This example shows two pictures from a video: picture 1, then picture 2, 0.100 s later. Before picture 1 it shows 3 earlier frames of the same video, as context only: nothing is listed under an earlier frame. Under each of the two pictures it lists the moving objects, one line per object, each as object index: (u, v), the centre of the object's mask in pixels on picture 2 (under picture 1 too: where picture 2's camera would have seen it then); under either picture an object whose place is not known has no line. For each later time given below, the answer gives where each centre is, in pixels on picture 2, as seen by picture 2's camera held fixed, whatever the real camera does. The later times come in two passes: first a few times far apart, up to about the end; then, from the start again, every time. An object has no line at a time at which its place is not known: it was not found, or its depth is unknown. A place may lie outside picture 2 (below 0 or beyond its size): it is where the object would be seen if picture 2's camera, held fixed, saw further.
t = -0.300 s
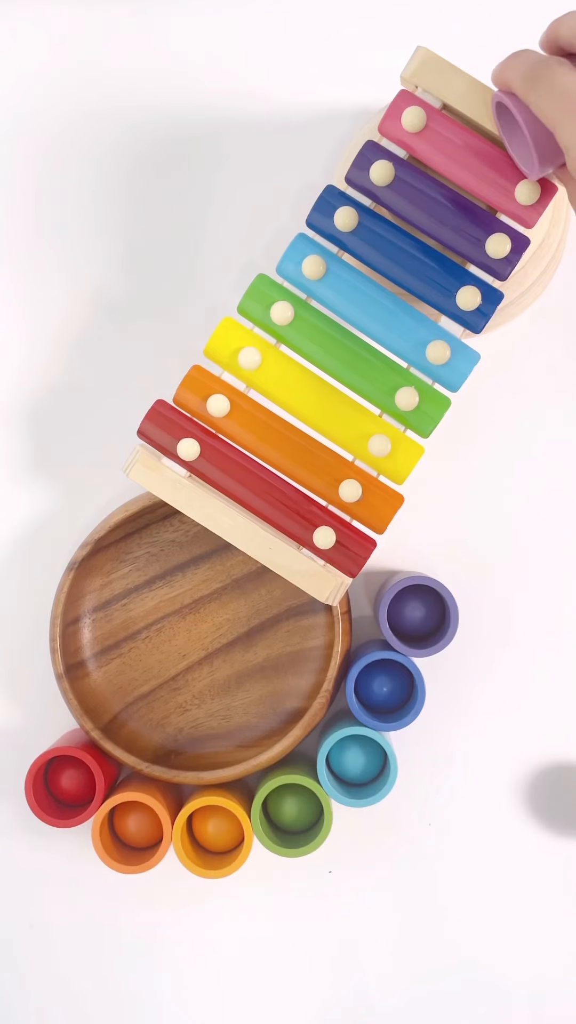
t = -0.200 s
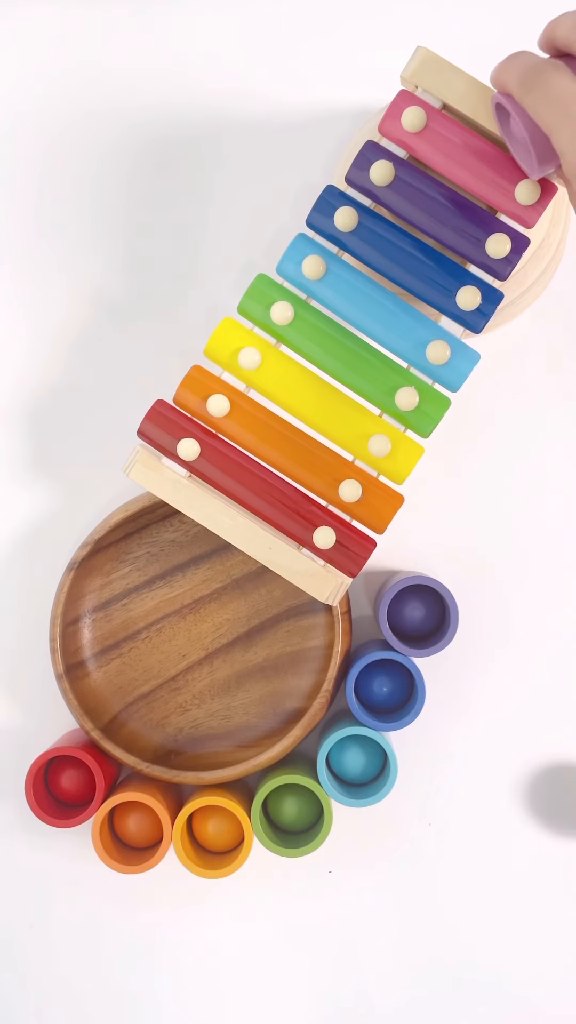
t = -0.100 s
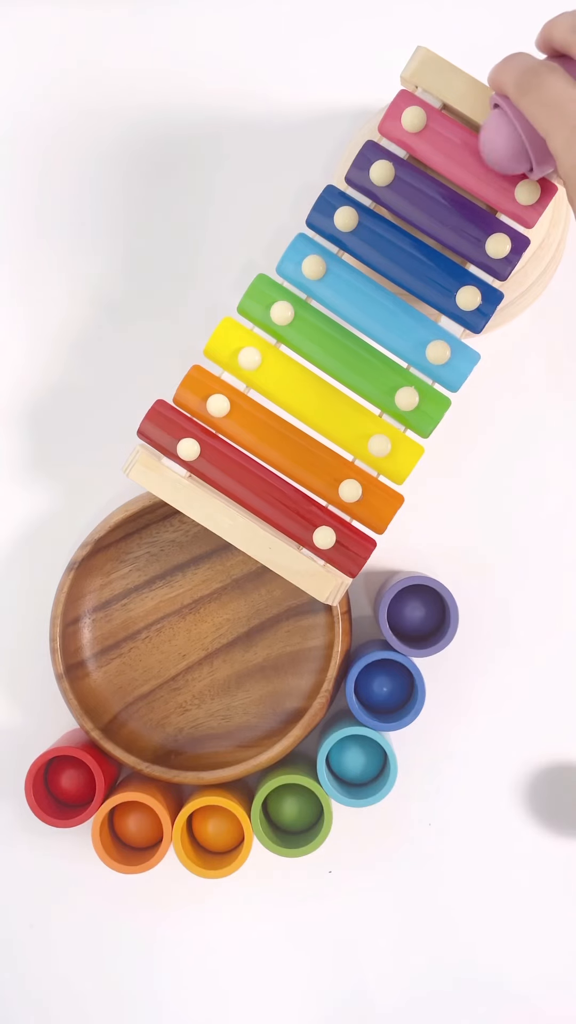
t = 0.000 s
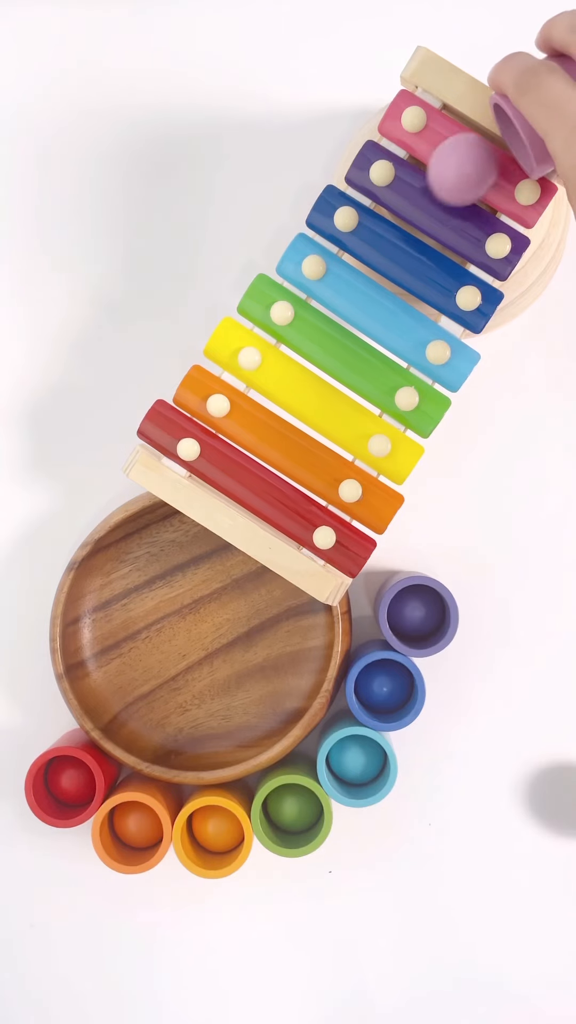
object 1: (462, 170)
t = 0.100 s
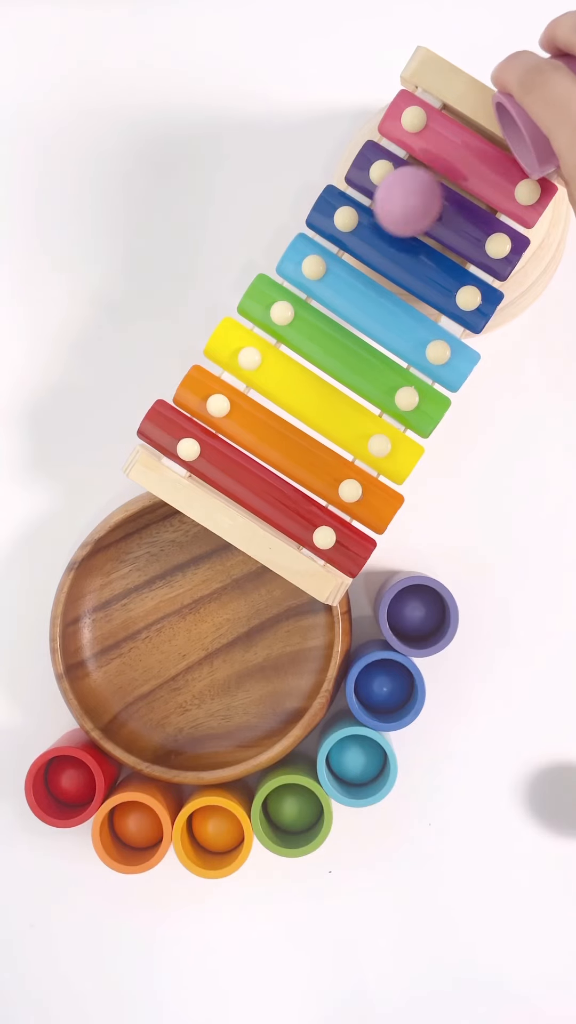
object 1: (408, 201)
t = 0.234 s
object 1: (350, 256)
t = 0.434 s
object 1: (305, 352)
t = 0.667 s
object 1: (255, 467)
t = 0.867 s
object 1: (207, 575)
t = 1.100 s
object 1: (156, 710)
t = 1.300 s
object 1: (186, 686)
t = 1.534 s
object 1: (233, 585)
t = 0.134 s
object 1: (389, 216)
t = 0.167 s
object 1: (372, 224)
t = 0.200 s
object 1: (360, 236)
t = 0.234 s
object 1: (350, 256)
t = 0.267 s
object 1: (342, 269)
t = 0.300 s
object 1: (335, 285)
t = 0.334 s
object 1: (326, 305)
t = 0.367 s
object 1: (319, 320)
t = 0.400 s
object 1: (313, 335)
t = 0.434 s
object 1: (305, 352)
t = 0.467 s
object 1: (298, 370)
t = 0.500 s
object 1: (292, 385)
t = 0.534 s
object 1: (285, 402)
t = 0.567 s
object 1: (277, 420)
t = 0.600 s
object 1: (271, 434)
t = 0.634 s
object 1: (263, 449)
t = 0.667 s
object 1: (255, 467)
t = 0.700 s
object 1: (248, 482)
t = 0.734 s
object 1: (241, 498)
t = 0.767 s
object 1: (231, 517)
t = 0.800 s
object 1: (222, 537)
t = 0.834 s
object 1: (213, 557)
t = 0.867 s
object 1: (207, 575)
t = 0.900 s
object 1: (203, 592)
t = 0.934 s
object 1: (197, 610)
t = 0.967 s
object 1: (184, 634)
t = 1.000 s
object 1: (174, 655)
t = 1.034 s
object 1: (167, 673)
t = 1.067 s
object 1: (160, 694)
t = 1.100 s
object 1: (156, 710)
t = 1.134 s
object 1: (151, 725)
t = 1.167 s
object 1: (156, 722)
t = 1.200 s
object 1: (164, 714)
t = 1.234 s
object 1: (170, 706)
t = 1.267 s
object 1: (178, 697)
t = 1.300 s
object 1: (186, 686)
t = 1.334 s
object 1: (193, 673)
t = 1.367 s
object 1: (201, 659)
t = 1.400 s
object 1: (208, 645)
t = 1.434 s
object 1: (215, 629)
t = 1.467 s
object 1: (222, 614)
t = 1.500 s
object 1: (228, 600)
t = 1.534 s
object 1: (233, 585)
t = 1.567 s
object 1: (237, 575)
